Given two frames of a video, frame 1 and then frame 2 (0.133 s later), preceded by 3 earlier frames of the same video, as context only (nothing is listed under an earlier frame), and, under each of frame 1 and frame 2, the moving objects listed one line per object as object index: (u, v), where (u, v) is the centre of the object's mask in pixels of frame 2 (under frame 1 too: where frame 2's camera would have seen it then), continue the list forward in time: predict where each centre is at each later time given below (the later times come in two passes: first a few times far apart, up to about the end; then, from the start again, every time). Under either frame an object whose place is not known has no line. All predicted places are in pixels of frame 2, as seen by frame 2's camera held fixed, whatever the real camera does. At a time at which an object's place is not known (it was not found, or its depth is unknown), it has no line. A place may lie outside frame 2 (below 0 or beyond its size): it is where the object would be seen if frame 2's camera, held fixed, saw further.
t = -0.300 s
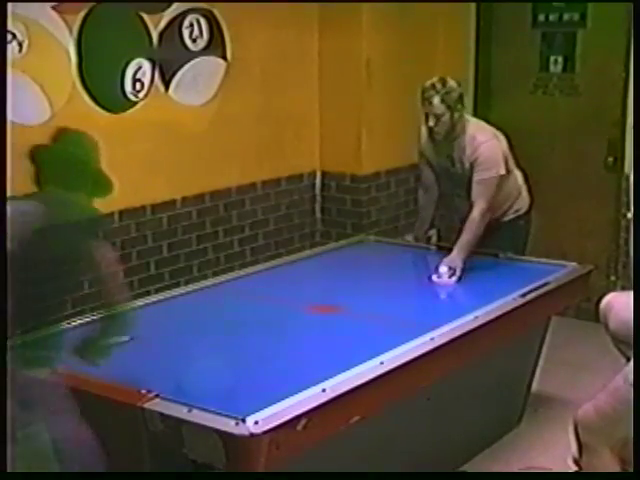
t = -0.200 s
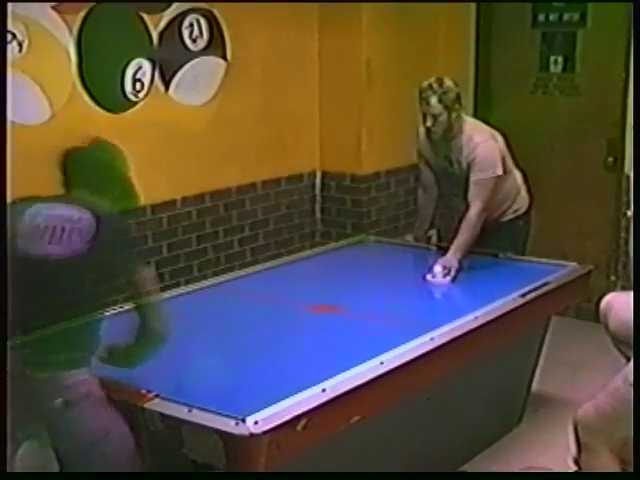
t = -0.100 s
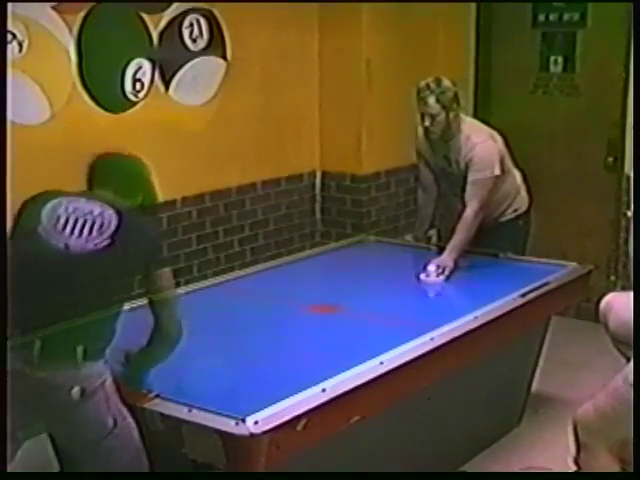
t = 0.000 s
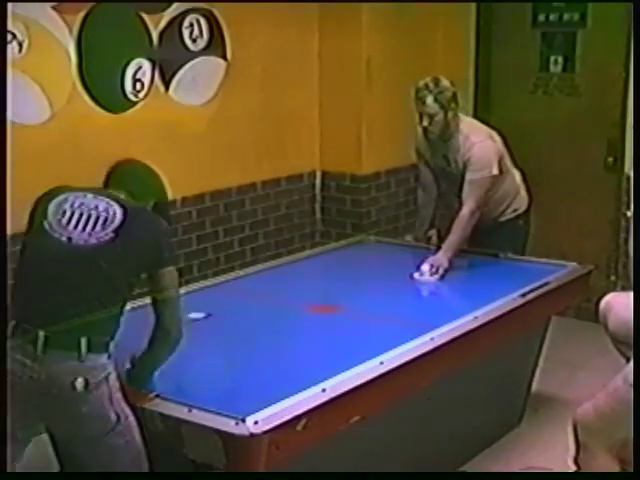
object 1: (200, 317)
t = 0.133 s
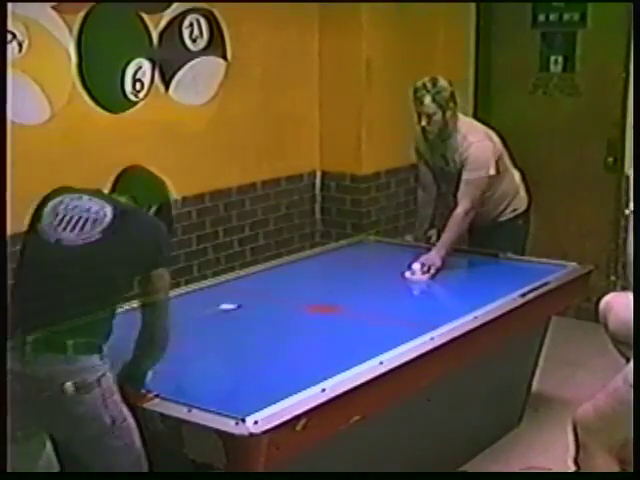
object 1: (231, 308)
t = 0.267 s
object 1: (260, 299)
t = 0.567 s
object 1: (322, 281)
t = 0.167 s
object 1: (238, 306)
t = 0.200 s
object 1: (246, 304)
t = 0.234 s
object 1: (253, 301)
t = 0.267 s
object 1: (260, 299)
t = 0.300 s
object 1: (268, 297)
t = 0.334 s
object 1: (275, 295)
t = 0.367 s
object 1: (282, 293)
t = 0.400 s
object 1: (289, 291)
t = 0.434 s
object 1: (296, 289)
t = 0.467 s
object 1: (303, 287)
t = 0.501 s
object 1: (309, 285)
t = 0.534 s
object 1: (315, 283)
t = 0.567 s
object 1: (322, 281)
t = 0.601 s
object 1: (329, 279)
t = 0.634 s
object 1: (335, 277)
